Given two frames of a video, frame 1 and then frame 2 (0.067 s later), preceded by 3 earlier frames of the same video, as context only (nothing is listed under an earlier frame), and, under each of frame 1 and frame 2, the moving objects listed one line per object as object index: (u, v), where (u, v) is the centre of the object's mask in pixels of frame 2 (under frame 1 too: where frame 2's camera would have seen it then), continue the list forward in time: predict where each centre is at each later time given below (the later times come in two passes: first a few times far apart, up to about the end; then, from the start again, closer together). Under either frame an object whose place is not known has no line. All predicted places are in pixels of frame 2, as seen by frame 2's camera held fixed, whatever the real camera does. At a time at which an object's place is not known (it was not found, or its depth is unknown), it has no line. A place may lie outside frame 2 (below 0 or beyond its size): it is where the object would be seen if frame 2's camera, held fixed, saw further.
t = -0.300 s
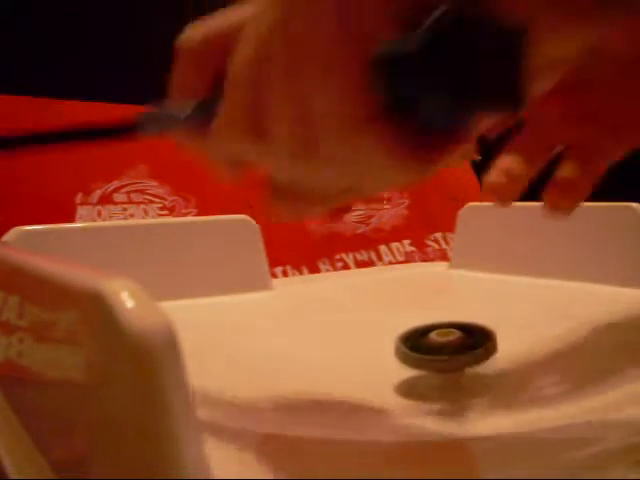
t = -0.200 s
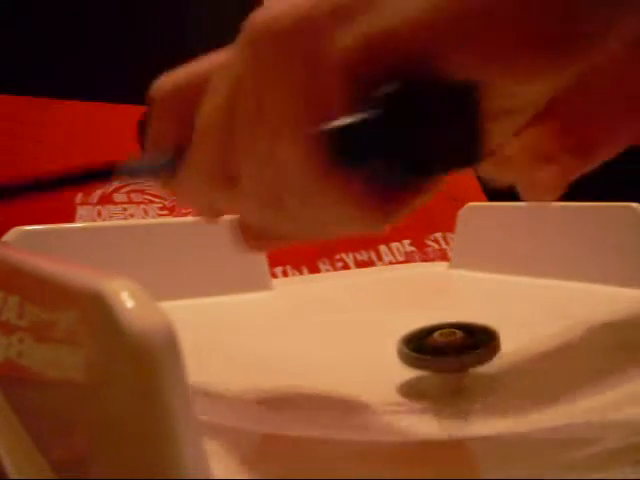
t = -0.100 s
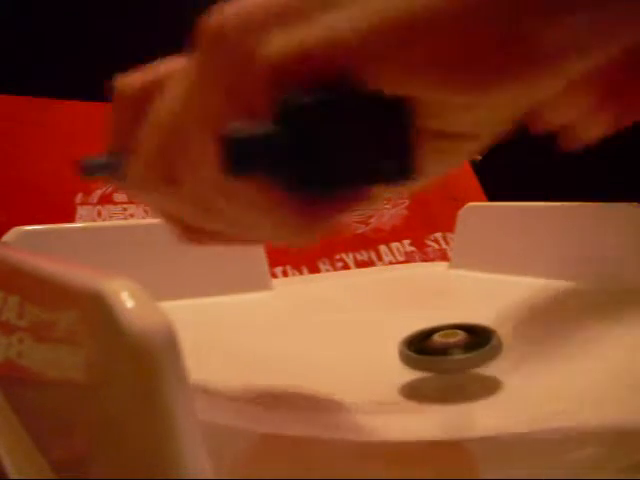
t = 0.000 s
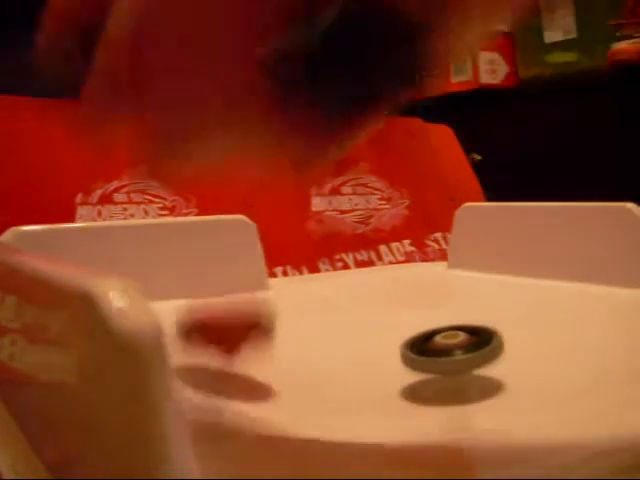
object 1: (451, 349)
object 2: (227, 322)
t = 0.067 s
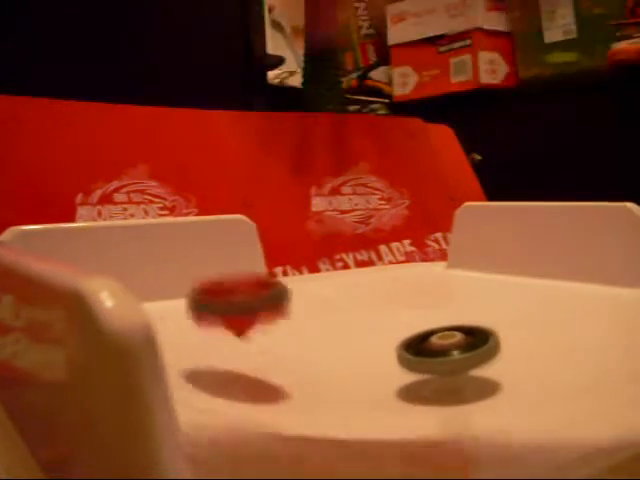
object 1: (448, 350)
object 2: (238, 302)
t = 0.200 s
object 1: (447, 352)
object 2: (298, 362)
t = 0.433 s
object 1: (506, 341)
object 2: (359, 381)
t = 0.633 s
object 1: (496, 342)
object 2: (428, 382)
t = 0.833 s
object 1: (477, 337)
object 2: (465, 378)
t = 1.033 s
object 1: (447, 336)
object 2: (484, 381)
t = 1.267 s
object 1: (413, 348)
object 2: (500, 375)
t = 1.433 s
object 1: (399, 354)
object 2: (489, 372)
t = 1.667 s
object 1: (259, 283)
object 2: (626, 350)
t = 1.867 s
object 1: (215, 291)
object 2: (562, 365)
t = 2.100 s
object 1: (195, 299)
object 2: (422, 358)
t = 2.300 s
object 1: (185, 302)
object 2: (352, 363)
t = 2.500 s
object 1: (182, 305)
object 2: (316, 366)
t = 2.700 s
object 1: (191, 314)
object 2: (308, 369)
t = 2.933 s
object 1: (277, 346)
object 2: (437, 378)
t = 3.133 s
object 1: (355, 356)
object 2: (488, 361)
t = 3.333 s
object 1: (287, 338)
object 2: (604, 320)
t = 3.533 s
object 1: (304, 343)
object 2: (486, 322)
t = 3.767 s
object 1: (333, 348)
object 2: (406, 326)
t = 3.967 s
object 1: (328, 365)
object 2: (404, 322)
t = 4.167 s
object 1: (378, 370)
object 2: (377, 326)
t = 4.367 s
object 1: (422, 367)
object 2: (363, 342)
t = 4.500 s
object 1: (453, 365)
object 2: (368, 352)
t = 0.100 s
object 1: (447, 351)
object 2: (247, 320)
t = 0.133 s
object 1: (446, 352)
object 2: (259, 355)
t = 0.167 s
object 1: (446, 352)
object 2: (278, 358)
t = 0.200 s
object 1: (447, 352)
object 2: (298, 362)
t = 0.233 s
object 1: (447, 353)
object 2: (319, 366)
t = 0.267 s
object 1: (448, 353)
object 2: (339, 369)
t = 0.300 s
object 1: (458, 352)
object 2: (348, 373)
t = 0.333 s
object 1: (478, 347)
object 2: (341, 376)
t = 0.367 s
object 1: (494, 344)
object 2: (342, 378)
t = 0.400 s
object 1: (502, 342)
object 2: (348, 380)
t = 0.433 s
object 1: (506, 341)
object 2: (359, 381)
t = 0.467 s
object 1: (507, 341)
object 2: (371, 382)
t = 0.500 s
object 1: (506, 341)
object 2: (383, 383)
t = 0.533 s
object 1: (503, 342)
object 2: (395, 383)
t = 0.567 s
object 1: (499, 343)
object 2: (406, 383)
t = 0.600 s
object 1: (498, 343)
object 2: (418, 382)
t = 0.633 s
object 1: (496, 342)
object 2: (428, 382)
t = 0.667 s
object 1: (495, 341)
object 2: (438, 380)
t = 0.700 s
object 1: (490, 341)
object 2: (446, 380)
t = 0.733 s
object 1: (486, 340)
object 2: (450, 380)
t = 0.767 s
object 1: (483, 338)
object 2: (454, 380)
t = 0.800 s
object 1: (480, 337)
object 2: (460, 379)
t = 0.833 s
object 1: (477, 337)
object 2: (465, 378)
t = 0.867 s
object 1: (471, 338)
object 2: (470, 377)
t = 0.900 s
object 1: (465, 339)
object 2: (474, 377)
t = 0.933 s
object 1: (461, 338)
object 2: (477, 380)
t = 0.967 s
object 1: (457, 336)
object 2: (478, 381)
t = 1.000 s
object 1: (453, 335)
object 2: (480, 381)
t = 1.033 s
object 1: (447, 336)
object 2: (484, 381)
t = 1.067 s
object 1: (442, 336)
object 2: (488, 380)
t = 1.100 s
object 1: (436, 338)
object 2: (492, 379)
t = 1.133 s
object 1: (431, 340)
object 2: (495, 378)
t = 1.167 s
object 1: (426, 342)
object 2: (498, 377)
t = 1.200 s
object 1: (421, 344)
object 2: (500, 377)
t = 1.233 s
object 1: (417, 346)
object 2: (501, 376)
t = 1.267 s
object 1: (413, 348)
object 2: (500, 375)
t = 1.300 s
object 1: (411, 350)
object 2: (498, 374)
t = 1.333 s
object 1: (408, 351)
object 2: (494, 373)
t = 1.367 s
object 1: (405, 353)
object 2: (490, 373)
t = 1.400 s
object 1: (402, 353)
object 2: (490, 372)
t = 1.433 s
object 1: (399, 354)
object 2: (489, 372)
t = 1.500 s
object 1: (366, 343)
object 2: (530, 371)
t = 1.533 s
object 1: (336, 329)
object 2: (579, 365)
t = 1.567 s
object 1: (312, 314)
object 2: (602, 356)
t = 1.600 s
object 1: (293, 299)
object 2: (617, 355)
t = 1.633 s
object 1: (275, 288)
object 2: (628, 353)
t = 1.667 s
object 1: (259, 283)
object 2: (626, 350)
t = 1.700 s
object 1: (244, 282)
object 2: (619, 354)
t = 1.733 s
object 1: (234, 281)
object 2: (611, 354)
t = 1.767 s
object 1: (228, 283)
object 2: (605, 357)
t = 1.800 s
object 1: (223, 286)
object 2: (596, 361)
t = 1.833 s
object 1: (218, 288)
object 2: (583, 363)
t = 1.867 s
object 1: (215, 291)
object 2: (562, 365)
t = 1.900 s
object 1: (212, 293)
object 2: (538, 366)
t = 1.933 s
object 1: (210, 294)
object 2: (513, 364)
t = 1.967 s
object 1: (207, 295)
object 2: (492, 362)
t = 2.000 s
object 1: (204, 296)
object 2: (471, 361)
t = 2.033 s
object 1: (201, 297)
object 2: (453, 360)
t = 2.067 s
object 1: (198, 298)
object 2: (437, 359)
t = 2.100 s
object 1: (195, 299)
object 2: (422, 358)
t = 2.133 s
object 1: (193, 299)
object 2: (409, 359)
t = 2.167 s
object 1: (190, 299)
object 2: (396, 360)
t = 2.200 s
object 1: (189, 300)
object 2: (384, 360)
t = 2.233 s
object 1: (187, 301)
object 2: (373, 361)
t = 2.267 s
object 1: (186, 301)
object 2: (362, 362)
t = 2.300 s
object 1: (185, 302)
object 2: (352, 363)
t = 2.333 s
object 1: (184, 302)
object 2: (343, 363)
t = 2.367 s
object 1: (183, 303)
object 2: (336, 364)
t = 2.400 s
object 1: (182, 303)
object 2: (329, 365)
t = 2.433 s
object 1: (182, 303)
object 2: (323, 365)
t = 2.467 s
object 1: (182, 304)
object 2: (319, 366)
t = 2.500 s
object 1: (182, 305)
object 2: (316, 366)
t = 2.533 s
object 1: (183, 306)
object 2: (313, 367)
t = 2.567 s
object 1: (183, 306)
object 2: (311, 367)
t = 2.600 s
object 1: (184, 307)
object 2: (310, 368)
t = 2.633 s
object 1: (186, 308)
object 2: (309, 368)
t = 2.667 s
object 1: (188, 310)
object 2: (308, 368)
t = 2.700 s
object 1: (191, 314)
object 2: (308, 369)
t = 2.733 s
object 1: (199, 320)
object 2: (309, 369)
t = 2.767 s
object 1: (213, 331)
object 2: (309, 369)
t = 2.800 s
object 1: (226, 336)
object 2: (325, 371)
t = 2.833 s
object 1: (233, 337)
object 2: (356, 376)
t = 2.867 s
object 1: (246, 340)
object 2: (388, 378)
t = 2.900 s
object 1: (261, 343)
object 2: (415, 379)
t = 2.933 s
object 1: (277, 346)
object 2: (437, 378)
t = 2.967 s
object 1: (294, 349)
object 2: (454, 377)
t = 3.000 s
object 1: (310, 352)
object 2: (463, 375)
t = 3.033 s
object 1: (328, 354)
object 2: (468, 372)
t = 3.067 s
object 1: (343, 356)
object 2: (470, 369)
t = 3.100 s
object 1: (356, 357)
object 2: (471, 367)
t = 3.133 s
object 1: (355, 356)
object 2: (488, 361)
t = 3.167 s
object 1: (326, 349)
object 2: (532, 354)
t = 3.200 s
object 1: (306, 344)
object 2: (570, 346)
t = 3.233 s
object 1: (293, 340)
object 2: (594, 337)
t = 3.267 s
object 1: (287, 338)
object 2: (603, 328)
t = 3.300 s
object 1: (286, 338)
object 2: (606, 324)
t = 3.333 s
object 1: (287, 338)
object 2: (604, 320)
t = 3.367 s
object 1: (288, 338)
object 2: (598, 319)
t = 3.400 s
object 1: (290, 339)
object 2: (578, 321)
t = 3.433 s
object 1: (292, 340)
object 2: (554, 322)
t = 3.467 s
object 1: (296, 341)
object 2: (529, 323)
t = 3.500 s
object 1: (300, 342)
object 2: (506, 323)
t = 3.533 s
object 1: (304, 343)
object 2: (486, 322)
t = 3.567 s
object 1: (308, 344)
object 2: (468, 323)
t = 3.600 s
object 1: (313, 344)
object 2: (454, 322)
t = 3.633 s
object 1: (317, 346)
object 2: (442, 323)
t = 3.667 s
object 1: (322, 346)
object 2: (431, 324)
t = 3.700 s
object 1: (326, 347)
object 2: (421, 326)
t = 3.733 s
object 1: (330, 348)
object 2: (413, 325)
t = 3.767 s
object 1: (333, 348)
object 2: (406, 326)
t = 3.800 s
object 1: (341, 349)
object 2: (402, 327)
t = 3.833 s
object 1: (341, 351)
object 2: (399, 325)
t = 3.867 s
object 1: (330, 355)
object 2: (403, 324)
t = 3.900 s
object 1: (325, 359)
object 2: (406, 319)
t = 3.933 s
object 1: (325, 362)
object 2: (406, 320)
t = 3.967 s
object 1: (328, 365)
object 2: (404, 322)
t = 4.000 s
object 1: (335, 367)
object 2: (399, 321)
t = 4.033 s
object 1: (344, 368)
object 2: (395, 322)
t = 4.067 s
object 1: (352, 368)
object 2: (391, 323)
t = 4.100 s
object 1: (361, 369)
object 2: (387, 324)
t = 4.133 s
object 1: (370, 370)
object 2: (381, 325)
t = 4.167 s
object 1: (378, 370)
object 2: (377, 326)
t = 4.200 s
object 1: (387, 370)
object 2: (374, 327)
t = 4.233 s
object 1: (393, 369)
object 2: (370, 328)
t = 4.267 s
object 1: (402, 369)
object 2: (368, 330)
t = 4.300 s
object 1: (409, 369)
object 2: (366, 333)
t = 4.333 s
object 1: (416, 368)
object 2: (363, 339)
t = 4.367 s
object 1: (422, 367)
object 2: (363, 342)
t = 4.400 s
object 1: (428, 366)
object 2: (364, 341)
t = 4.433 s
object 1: (435, 366)
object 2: (366, 347)
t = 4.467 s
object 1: (440, 365)
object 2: (367, 351)
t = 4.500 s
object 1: (453, 365)
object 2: (368, 352)
